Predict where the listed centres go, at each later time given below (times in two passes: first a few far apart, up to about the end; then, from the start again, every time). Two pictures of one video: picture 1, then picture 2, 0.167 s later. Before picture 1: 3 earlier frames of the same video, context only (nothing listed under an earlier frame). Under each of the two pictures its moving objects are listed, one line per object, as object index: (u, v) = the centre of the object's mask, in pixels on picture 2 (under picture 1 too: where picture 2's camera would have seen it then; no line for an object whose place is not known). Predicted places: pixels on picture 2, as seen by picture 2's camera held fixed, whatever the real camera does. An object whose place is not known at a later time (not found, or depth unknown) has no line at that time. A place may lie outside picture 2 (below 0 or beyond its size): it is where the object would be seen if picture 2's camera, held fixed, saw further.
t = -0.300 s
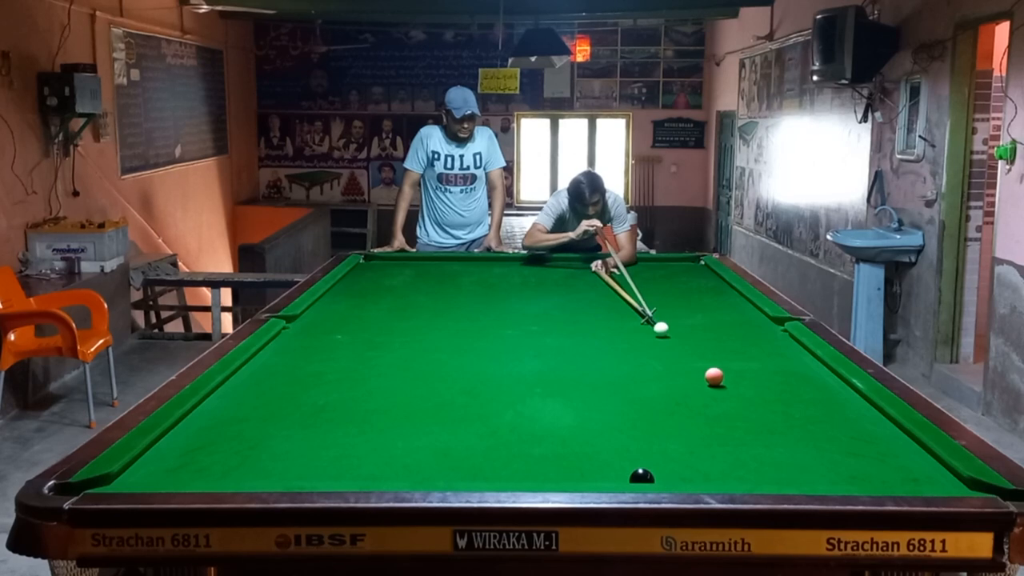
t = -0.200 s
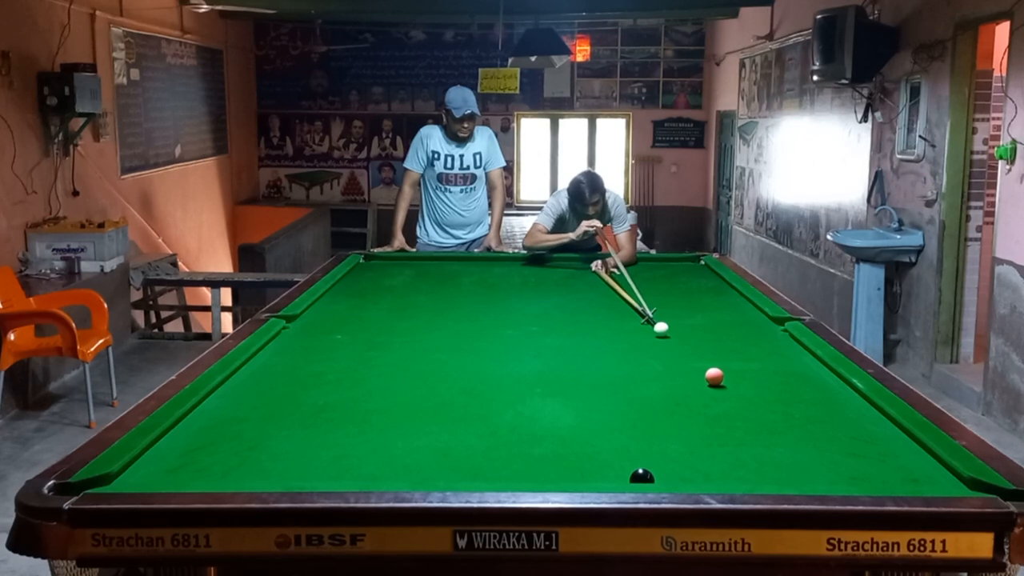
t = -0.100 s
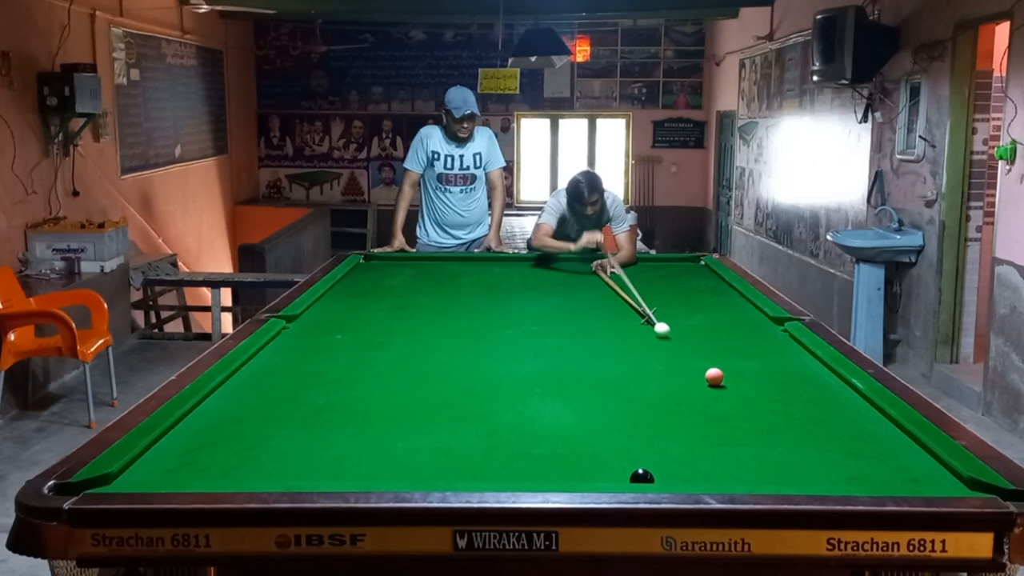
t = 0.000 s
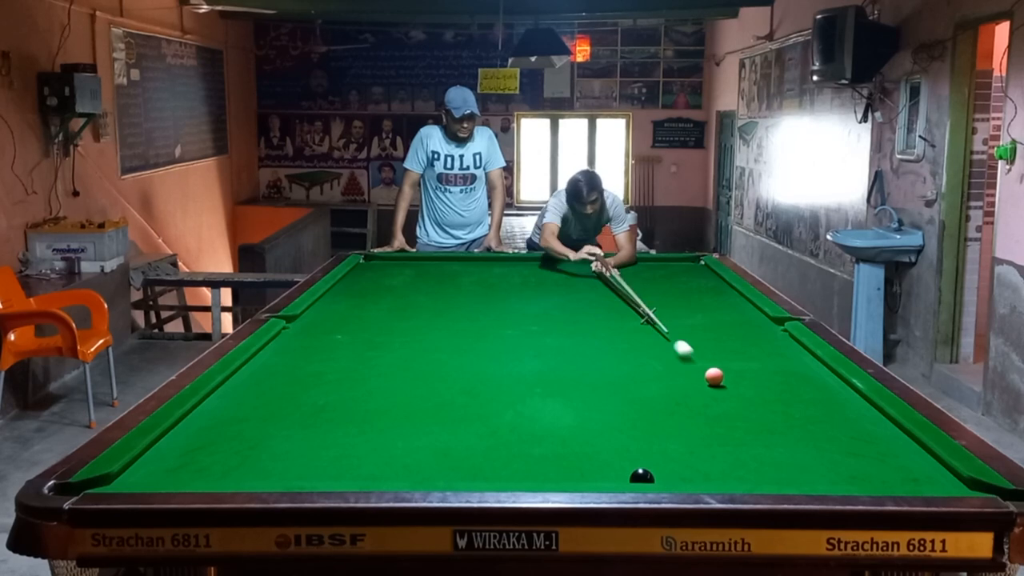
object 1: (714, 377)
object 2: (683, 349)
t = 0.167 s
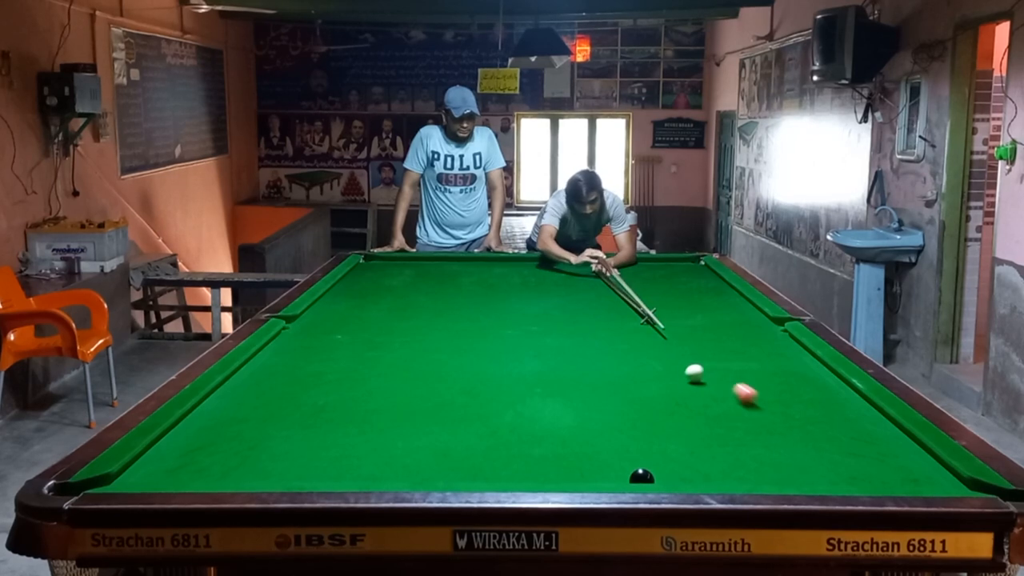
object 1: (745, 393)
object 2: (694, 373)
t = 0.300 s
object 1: (800, 426)
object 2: (681, 376)
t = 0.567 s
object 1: (899, 476)
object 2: (655, 380)
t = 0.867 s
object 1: (854, 422)
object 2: (627, 385)
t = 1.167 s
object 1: (824, 382)
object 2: (602, 389)
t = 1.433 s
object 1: (804, 356)
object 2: (582, 393)
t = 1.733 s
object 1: (779, 332)
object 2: (563, 397)
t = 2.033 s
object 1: (754, 314)
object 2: (547, 400)
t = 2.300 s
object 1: (735, 301)
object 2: (535, 402)
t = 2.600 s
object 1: (718, 288)
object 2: (525, 404)
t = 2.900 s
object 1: (703, 277)
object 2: (518, 406)
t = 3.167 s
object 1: (692, 269)
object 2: (514, 407)
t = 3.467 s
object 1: (681, 262)
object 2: (513, 408)
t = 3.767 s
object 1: (677, 261)
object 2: (513, 408)
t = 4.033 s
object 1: (679, 266)
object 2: (513, 408)
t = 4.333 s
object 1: (682, 271)
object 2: (513, 408)
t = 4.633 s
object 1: (685, 277)
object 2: (513, 408)
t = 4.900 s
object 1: (687, 282)
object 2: (513, 408)
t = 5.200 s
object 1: (689, 287)
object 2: (513, 408)
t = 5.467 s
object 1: (692, 292)
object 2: (513, 408)
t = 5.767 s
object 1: (694, 297)
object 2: (513, 408)
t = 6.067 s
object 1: (696, 303)
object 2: (513, 408)
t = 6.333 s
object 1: (698, 307)
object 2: (513, 408)
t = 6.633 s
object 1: (700, 312)
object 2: (513, 408)
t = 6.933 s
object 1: (702, 316)
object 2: (513, 408)
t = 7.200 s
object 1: (704, 320)
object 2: (513, 408)
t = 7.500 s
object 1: (705, 324)
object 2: (513, 407)
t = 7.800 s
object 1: (706, 327)
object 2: (513, 408)
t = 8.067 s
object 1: (707, 329)
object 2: (513, 408)
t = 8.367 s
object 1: (709, 332)
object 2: (513, 408)
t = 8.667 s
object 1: (710, 333)
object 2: (513, 408)
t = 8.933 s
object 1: (711, 335)
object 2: (513, 408)
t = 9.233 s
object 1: (712, 335)
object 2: (513, 408)
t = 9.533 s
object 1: (713, 336)
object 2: (513, 408)
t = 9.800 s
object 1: (713, 335)
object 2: (513, 408)
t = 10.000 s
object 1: (713, 335)
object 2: (513, 408)
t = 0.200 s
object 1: (759, 401)
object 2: (691, 374)
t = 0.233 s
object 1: (772, 410)
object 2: (687, 375)
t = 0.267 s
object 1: (787, 418)
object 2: (684, 375)
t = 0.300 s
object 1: (800, 426)
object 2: (681, 376)
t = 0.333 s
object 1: (814, 434)
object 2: (677, 376)
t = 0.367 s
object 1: (828, 442)
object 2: (674, 377)
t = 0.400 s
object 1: (843, 450)
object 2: (671, 377)
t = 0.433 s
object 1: (858, 459)
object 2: (667, 378)
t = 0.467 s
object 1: (874, 469)
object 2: (664, 379)
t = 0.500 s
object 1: (890, 476)
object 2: (661, 379)
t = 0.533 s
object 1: (905, 481)
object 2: (658, 379)
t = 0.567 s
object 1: (899, 476)
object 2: (655, 380)
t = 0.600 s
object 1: (893, 471)
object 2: (652, 381)
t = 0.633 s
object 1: (887, 464)
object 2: (648, 381)
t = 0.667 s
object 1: (881, 457)
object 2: (645, 382)
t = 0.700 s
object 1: (876, 451)
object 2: (642, 382)
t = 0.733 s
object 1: (872, 445)
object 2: (639, 383)
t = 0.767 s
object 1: (867, 439)
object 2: (636, 383)
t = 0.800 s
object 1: (863, 433)
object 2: (633, 384)
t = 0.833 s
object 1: (858, 427)
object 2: (630, 384)
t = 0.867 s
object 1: (854, 422)
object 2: (627, 385)
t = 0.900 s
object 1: (850, 417)
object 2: (624, 385)
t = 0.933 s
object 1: (847, 412)
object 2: (621, 386)
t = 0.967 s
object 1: (843, 408)
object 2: (618, 386)
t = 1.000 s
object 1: (839, 403)
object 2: (616, 387)
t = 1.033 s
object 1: (836, 399)
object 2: (613, 387)
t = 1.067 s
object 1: (833, 394)
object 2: (610, 388)
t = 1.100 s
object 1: (830, 390)
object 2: (607, 389)
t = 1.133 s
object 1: (827, 386)
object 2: (605, 389)
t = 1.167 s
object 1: (824, 382)
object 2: (602, 389)
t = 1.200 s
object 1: (821, 379)
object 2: (599, 390)
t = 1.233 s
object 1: (818, 375)
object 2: (597, 391)
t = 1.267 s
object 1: (816, 372)
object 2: (594, 391)
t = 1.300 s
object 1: (813, 368)
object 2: (592, 392)
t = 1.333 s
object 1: (811, 365)
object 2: (589, 392)
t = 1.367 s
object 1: (808, 362)
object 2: (587, 392)
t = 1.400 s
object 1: (806, 359)
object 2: (584, 393)
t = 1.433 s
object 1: (804, 356)
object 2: (582, 393)
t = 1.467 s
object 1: (802, 353)
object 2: (580, 394)
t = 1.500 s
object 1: (800, 350)
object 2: (577, 394)
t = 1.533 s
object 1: (797, 347)
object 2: (575, 395)
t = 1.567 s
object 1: (795, 344)
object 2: (573, 395)
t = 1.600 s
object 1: (793, 342)
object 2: (571, 395)
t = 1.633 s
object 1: (789, 339)
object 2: (569, 396)
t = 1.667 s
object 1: (786, 337)
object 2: (567, 396)
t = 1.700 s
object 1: (783, 334)
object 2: (564, 397)
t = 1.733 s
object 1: (779, 332)
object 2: (563, 397)
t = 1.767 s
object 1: (776, 330)
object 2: (561, 397)
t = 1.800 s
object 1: (773, 328)
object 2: (559, 398)
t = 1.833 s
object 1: (770, 326)
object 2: (557, 398)
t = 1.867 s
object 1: (767, 324)
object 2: (555, 399)
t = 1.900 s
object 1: (764, 322)
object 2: (553, 399)
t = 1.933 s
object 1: (762, 320)
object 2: (552, 399)
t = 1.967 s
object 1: (759, 318)
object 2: (550, 399)
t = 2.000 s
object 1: (756, 316)
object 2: (548, 399)
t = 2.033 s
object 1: (754, 314)
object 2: (547, 400)
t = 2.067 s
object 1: (751, 312)
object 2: (545, 400)
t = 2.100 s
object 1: (749, 310)
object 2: (543, 400)
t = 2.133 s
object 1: (746, 309)
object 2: (542, 401)
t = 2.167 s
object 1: (744, 307)
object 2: (540, 401)
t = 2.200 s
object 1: (742, 305)
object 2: (539, 401)
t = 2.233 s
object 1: (739, 304)
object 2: (538, 402)
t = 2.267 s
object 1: (737, 302)
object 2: (536, 402)
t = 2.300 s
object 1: (735, 301)
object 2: (535, 402)
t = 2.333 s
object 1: (733, 299)
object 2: (534, 402)
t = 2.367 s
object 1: (731, 298)
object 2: (532, 403)
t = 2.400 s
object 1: (729, 296)
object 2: (531, 403)
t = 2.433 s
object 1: (727, 295)
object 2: (530, 403)
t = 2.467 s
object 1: (725, 293)
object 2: (529, 404)
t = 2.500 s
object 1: (723, 292)
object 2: (528, 404)
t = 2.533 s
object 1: (722, 291)
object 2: (527, 404)
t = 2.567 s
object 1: (720, 289)
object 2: (526, 404)
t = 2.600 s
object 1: (718, 288)
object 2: (525, 404)
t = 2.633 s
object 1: (716, 287)
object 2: (524, 405)
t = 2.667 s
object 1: (714, 286)
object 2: (523, 405)
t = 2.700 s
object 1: (713, 285)
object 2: (522, 405)
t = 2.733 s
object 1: (711, 283)
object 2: (521, 405)
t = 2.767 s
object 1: (709, 282)
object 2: (520, 405)
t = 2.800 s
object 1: (708, 281)
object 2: (520, 406)
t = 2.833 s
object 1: (706, 280)
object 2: (519, 406)
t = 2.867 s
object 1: (704, 279)
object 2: (518, 406)
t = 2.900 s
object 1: (703, 277)
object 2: (518, 406)
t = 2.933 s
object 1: (702, 276)
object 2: (517, 406)
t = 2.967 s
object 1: (700, 275)
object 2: (517, 407)
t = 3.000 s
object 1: (699, 274)
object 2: (516, 407)
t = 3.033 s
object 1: (697, 273)
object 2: (516, 407)
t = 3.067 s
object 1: (696, 272)
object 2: (516, 407)
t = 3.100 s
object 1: (694, 271)
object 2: (515, 407)
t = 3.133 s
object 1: (693, 270)
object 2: (515, 407)
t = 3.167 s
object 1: (692, 269)
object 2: (514, 407)
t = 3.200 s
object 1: (690, 269)
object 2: (514, 407)
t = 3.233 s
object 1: (689, 268)
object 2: (514, 407)
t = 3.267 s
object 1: (688, 267)
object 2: (514, 407)
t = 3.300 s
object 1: (686, 266)
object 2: (513, 407)
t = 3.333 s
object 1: (685, 265)
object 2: (513, 407)
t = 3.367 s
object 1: (684, 264)
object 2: (513, 408)
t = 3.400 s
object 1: (683, 263)
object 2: (513, 408)
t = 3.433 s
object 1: (682, 262)
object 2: (513, 408)
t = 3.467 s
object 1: (681, 262)
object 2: (513, 408)
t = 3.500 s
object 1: (679, 261)
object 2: (513, 408)
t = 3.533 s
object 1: (678, 260)
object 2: (513, 408)
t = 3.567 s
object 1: (677, 259)
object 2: (513, 408)
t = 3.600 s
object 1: (676, 258)
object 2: (513, 408)
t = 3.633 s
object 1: (676, 259)
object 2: (513, 408)
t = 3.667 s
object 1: (677, 259)
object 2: (513, 408)
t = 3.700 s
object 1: (677, 260)
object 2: (513, 408)
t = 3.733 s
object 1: (677, 261)
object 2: (513, 408)
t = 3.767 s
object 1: (677, 261)
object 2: (513, 408)
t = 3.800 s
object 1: (677, 262)
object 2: (513, 408)
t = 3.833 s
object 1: (678, 262)
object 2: (513, 408)
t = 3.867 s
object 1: (678, 263)
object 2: (513, 408)
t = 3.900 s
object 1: (678, 263)
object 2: (513, 408)
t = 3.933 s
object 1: (679, 264)
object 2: (513, 408)
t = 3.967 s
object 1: (679, 265)
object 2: (513, 408)
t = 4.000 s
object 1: (679, 265)
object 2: (513, 408)
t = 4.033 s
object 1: (679, 266)
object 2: (513, 408)
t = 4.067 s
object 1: (680, 267)
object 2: (513, 408)
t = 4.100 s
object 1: (680, 267)
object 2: (513, 408)
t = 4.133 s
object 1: (680, 268)
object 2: (513, 408)
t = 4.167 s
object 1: (681, 268)
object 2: (513, 408)
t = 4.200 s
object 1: (681, 269)
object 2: (513, 408)
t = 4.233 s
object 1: (681, 269)
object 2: (513, 408)
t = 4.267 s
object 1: (681, 270)
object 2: (513, 408)
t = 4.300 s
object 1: (682, 271)
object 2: (513, 408)
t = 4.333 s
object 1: (682, 271)
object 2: (513, 408)
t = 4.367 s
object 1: (682, 272)
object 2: (513, 408)
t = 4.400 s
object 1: (682, 273)
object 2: (513, 408)
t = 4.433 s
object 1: (683, 273)
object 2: (513, 408)
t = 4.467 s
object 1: (683, 274)
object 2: (513, 408)
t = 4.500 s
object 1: (684, 274)
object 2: (513, 408)
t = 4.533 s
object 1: (684, 275)
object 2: (513, 408)
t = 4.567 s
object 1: (684, 276)
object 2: (513, 408)
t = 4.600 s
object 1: (684, 276)
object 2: (513, 408)
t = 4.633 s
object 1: (685, 277)
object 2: (513, 408)
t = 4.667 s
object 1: (685, 278)
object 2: (513, 408)
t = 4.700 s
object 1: (685, 278)
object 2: (513, 408)
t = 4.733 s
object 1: (685, 279)
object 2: (513, 408)
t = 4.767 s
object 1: (686, 279)
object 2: (513, 408)
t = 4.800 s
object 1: (686, 280)
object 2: (513, 408)
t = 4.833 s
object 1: (686, 280)
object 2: (513, 408)
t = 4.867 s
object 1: (687, 281)
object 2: (513, 408)
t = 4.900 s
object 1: (687, 282)
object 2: (513, 408)
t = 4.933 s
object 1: (687, 282)
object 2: (513, 408)
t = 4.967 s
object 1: (687, 283)
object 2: (513, 408)
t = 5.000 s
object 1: (688, 284)
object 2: (513, 408)
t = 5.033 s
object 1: (688, 284)
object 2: (513, 408)
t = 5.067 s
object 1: (688, 285)
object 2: (513, 408)
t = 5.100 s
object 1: (689, 285)
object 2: (513, 408)
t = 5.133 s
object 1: (689, 286)
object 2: (513, 408)
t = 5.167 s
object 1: (689, 287)
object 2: (513, 408)
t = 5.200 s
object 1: (689, 287)
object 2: (513, 408)
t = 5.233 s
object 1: (690, 288)
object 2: (513, 408)
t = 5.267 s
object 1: (690, 289)
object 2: (513, 408)
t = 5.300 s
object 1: (690, 289)
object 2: (513, 408)
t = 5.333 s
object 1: (691, 290)
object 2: (513, 408)
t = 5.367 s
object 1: (691, 290)
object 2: (513, 408)
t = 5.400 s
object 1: (691, 291)
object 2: (513, 408)
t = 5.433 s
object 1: (691, 292)
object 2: (513, 408)
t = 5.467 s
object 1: (692, 292)
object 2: (513, 408)
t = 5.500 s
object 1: (692, 293)
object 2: (513, 408)
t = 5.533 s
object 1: (692, 293)
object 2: (513, 408)
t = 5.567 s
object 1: (692, 294)
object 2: (513, 408)
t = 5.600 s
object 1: (693, 294)
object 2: (513, 408)
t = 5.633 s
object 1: (693, 295)
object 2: (513, 408)
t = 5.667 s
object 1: (693, 296)
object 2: (513, 408)
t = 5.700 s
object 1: (693, 296)
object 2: (513, 408)
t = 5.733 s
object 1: (694, 297)
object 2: (513, 408)
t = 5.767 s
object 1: (694, 297)
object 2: (513, 408)
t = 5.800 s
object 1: (694, 298)
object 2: (513, 408)
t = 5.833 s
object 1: (694, 298)
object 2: (513, 408)
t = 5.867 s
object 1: (694, 299)
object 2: (513, 408)
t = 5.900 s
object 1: (695, 299)
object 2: (513, 408)
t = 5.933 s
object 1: (695, 300)
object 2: (513, 408)
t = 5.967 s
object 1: (695, 301)
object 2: (513, 408)
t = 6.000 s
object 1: (695, 301)
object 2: (513, 408)
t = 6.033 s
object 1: (696, 302)
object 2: (513, 408)
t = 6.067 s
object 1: (696, 303)
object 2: (513, 408)
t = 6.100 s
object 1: (696, 303)
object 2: (513, 408)
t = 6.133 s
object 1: (696, 304)
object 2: (513, 408)
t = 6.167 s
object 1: (696, 304)
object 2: (513, 408)
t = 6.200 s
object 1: (696, 305)
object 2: (513, 408)
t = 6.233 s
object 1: (697, 305)
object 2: (513, 408)
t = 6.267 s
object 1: (697, 306)
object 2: (513, 408)
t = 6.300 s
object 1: (697, 306)
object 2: (513, 408)
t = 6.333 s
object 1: (698, 307)
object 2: (513, 408)
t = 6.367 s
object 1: (698, 307)
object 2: (513, 408)
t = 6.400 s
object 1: (698, 308)
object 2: (513, 408)
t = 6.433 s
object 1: (698, 308)
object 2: (513, 408)
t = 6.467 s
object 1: (699, 309)
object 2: (513, 408)
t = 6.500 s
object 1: (699, 309)
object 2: (513, 408)
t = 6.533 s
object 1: (699, 310)
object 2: (513, 408)
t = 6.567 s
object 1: (699, 310)
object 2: (513, 408)
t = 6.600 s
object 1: (700, 311)
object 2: (513, 408)
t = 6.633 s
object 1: (700, 312)
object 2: (513, 408)
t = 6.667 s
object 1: (700, 312)
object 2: (513, 408)
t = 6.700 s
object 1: (701, 313)
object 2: (513, 407)
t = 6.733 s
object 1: (701, 313)
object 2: (513, 407)
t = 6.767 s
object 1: (701, 314)
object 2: (513, 408)
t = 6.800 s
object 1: (701, 314)
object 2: (513, 408)
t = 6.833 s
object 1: (702, 314)
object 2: (513, 408)
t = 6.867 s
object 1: (702, 315)
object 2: (513, 408)
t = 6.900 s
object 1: (702, 315)
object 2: (513, 408)
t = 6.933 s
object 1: (702, 316)
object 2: (513, 408)
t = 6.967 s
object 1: (702, 317)
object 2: (513, 408)
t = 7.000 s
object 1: (703, 317)
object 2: (513, 408)
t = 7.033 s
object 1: (703, 317)
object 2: (513, 407)
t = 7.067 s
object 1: (703, 318)
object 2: (513, 408)
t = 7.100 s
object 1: (703, 318)
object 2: (513, 408)
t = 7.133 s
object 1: (703, 319)
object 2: (513, 408)
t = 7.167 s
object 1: (704, 319)
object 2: (513, 408)
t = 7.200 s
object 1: (704, 320)
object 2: (513, 408)
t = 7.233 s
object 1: (704, 320)
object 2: (513, 408)
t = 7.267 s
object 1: (704, 321)
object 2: (513, 408)
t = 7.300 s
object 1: (704, 321)
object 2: (513, 408)
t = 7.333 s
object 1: (704, 321)
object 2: (513, 408)
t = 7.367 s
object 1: (705, 322)
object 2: (513, 408)
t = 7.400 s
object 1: (705, 322)
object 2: (513, 408)
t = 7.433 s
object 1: (705, 323)
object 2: (513, 408)
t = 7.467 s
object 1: (705, 323)
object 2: (513, 408)
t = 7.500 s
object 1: (705, 324)
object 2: (513, 407)
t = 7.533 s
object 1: (705, 324)
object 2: (513, 408)
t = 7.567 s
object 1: (705, 324)
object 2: (513, 408)
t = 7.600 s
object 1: (705, 324)
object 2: (513, 408)
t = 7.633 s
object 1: (706, 325)
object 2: (513, 408)
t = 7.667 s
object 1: (706, 325)
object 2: (513, 408)
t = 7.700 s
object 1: (706, 326)
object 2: (513, 408)
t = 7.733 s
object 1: (706, 326)
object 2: (513, 407)
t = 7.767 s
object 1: (706, 326)
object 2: (513, 408)
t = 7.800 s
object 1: (706, 327)
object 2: (513, 408)
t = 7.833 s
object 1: (707, 327)
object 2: (513, 408)
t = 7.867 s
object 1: (707, 327)
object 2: (513, 408)
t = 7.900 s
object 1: (707, 328)
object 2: (513, 408)
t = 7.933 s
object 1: (707, 328)
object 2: (513, 408)
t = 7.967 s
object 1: (707, 328)
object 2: (513, 408)
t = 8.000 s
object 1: (707, 329)
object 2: (513, 408)
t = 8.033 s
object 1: (707, 329)
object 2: (513, 408)
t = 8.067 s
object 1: (707, 329)
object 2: (513, 408)
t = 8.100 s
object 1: (708, 330)
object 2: (513, 407)
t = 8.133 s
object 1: (708, 330)
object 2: (513, 407)
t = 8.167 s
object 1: (708, 330)
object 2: (513, 408)
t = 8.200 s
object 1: (708, 330)
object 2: (513, 408)
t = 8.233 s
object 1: (708, 331)
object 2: (513, 408)
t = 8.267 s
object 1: (708, 331)
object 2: (513, 408)
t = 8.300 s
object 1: (708, 331)
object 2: (513, 408)
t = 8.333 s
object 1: (708, 331)
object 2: (513, 408)
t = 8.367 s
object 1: (709, 332)
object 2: (513, 408)
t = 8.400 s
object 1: (709, 332)
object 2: (513, 408)
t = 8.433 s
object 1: (709, 332)
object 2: (513, 408)
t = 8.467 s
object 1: (709, 332)
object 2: (513, 407)
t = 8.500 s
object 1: (709, 333)
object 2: (513, 408)
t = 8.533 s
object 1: (710, 333)
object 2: (513, 408)
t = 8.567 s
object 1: (710, 333)
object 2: (513, 408)
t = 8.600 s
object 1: (710, 333)
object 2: (513, 408)
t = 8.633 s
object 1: (710, 333)
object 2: (513, 408)
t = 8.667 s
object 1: (710, 333)
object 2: (513, 408)
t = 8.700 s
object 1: (710, 334)
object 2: (513, 408)
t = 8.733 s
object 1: (710, 334)
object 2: (513, 408)
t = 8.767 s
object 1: (710, 334)
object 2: (513, 408)
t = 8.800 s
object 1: (711, 334)
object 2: (513, 408)
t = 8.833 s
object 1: (711, 334)
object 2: (513, 408)
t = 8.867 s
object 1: (711, 334)
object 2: (513, 408)
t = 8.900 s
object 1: (711, 335)
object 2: (513, 408)
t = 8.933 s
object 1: (711, 335)
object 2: (513, 408)
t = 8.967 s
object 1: (712, 335)
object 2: (513, 408)
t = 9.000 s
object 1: (712, 335)
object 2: (513, 408)
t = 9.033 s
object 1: (712, 335)
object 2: (513, 408)
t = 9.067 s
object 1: (712, 335)
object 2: (513, 408)
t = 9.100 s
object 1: (712, 335)
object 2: (513, 408)
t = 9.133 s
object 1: (712, 335)
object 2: (513, 408)
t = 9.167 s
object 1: (712, 335)
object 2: (513, 408)
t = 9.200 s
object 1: (713, 335)
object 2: (513, 408)
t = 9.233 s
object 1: (712, 335)
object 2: (513, 408)
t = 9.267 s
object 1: (713, 335)
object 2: (513, 408)
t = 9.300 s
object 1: (713, 335)
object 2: (513, 408)
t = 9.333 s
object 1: (713, 335)
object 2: (513, 408)
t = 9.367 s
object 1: (713, 335)
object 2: (513, 407)
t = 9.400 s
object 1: (713, 335)
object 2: (513, 408)
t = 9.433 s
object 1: (713, 336)
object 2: (513, 408)
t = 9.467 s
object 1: (713, 335)
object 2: (513, 408)
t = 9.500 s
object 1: (713, 336)
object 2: (513, 408)
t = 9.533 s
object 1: (713, 336)
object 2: (513, 408)
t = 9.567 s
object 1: (713, 335)
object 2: (513, 408)
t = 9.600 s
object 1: (713, 335)
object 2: (513, 408)
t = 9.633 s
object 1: (713, 335)
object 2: (513, 408)
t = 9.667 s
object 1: (713, 335)
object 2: (513, 408)
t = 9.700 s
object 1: (713, 335)
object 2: (513, 408)
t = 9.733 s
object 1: (713, 335)
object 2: (513, 408)
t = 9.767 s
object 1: (713, 335)
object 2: (513, 408)
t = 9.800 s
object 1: (713, 335)
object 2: (513, 408)
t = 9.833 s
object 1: (713, 335)
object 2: (513, 408)
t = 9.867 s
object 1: (713, 335)
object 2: (513, 408)
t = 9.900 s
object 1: (713, 335)
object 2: (513, 408)
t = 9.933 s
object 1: (713, 335)
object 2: (513, 408)
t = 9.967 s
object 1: (713, 335)
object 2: (513, 408)
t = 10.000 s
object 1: (713, 335)
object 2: (513, 408)
